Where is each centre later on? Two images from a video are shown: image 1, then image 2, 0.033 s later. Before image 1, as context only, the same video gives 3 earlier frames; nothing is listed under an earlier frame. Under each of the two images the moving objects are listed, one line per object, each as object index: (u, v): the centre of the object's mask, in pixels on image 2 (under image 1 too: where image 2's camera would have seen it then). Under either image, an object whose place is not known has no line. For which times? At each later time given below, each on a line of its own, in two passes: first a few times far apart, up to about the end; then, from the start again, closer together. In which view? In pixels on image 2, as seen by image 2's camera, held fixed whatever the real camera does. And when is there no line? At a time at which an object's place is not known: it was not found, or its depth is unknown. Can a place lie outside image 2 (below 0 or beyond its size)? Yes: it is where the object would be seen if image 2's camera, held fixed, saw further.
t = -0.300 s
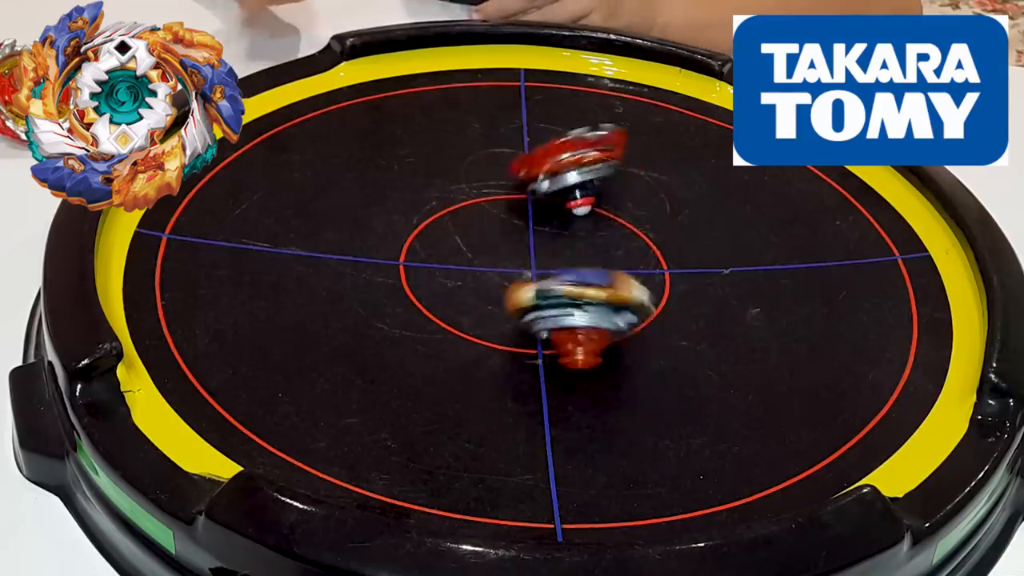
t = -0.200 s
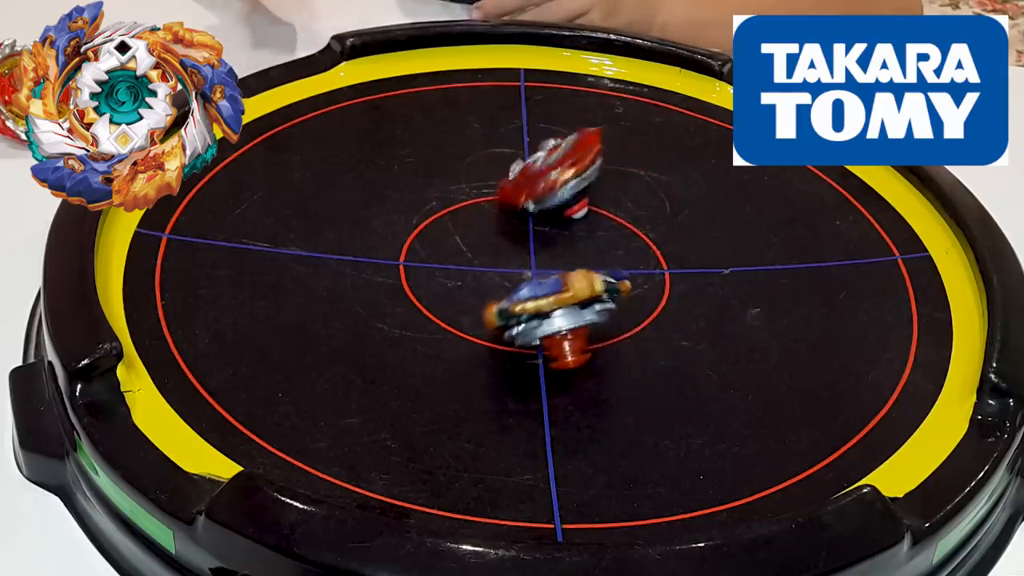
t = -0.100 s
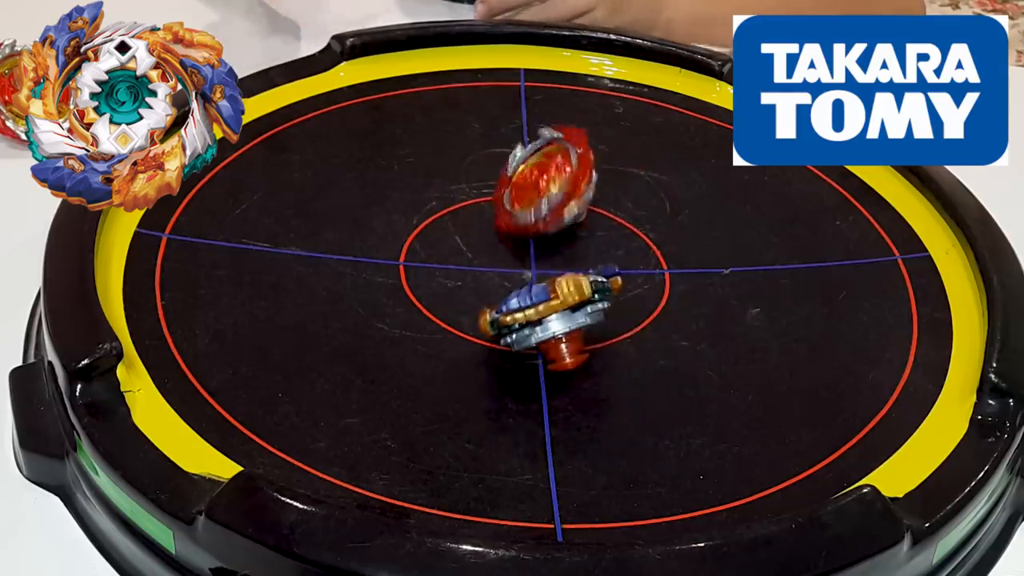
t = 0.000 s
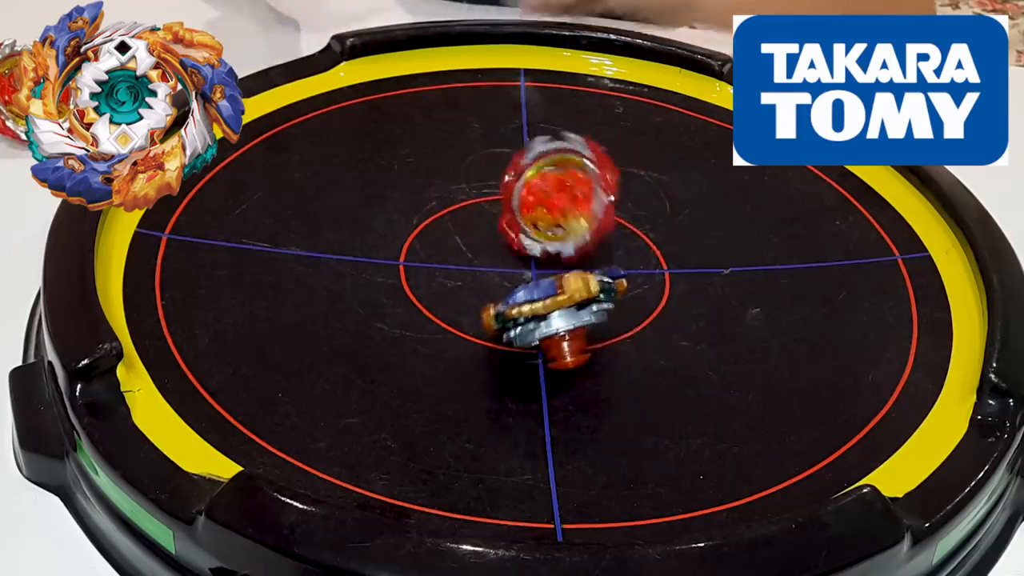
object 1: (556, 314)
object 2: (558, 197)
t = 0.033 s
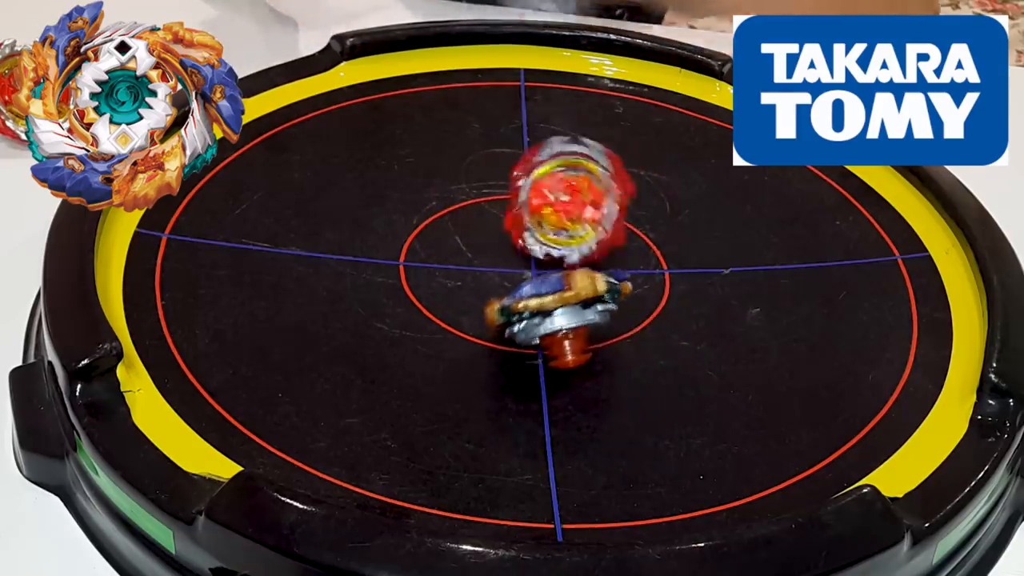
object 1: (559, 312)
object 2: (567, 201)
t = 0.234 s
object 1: (582, 309)
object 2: (608, 203)
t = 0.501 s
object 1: (565, 307)
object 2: (607, 204)
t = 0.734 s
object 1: (566, 307)
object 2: (562, 199)
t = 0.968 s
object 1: (567, 307)
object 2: (544, 181)
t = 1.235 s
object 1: (567, 307)
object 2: (545, 184)
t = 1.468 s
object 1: (567, 307)
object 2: (559, 199)
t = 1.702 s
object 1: (566, 307)
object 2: (583, 204)
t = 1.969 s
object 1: (567, 307)
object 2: (574, 203)
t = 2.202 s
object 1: (567, 307)
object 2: (553, 195)
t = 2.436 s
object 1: (567, 307)
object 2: (547, 192)
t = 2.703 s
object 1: (567, 307)
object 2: (546, 190)
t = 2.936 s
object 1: (567, 307)
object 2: (547, 191)
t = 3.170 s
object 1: (567, 307)
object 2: (547, 191)
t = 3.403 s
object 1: (567, 307)
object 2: (547, 191)
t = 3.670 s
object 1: (567, 307)
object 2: (547, 191)
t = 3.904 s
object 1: (567, 307)
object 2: (547, 191)
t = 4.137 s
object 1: (567, 307)
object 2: (547, 191)
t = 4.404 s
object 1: (567, 307)
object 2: (547, 191)
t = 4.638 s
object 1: (567, 307)
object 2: (547, 191)
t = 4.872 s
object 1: (567, 307)
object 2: (547, 191)
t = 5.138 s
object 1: (567, 307)
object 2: (547, 191)
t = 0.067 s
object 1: (564, 310)
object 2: (576, 204)
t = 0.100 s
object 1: (568, 308)
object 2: (581, 206)
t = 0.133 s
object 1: (575, 307)
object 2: (590, 207)
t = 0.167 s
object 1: (579, 308)
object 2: (598, 206)
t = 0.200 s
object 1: (581, 308)
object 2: (604, 204)
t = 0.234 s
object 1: (582, 309)
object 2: (608, 203)
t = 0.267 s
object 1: (582, 308)
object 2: (611, 201)
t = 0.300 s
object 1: (579, 308)
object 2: (613, 199)
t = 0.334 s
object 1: (577, 308)
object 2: (614, 199)
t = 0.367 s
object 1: (574, 307)
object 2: (614, 199)
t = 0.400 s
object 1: (571, 307)
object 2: (614, 199)
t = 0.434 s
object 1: (568, 307)
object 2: (612, 200)
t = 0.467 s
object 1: (566, 307)
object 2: (610, 202)
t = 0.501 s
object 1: (565, 307)
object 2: (607, 204)
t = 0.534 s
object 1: (566, 307)
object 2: (603, 205)
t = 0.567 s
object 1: (566, 307)
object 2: (597, 206)
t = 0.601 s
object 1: (566, 307)
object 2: (590, 207)
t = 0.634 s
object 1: (566, 307)
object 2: (581, 208)
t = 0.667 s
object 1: (566, 307)
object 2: (577, 204)
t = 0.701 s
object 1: (566, 307)
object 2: (570, 202)
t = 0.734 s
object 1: (566, 307)
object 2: (562, 199)
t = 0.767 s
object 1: (566, 307)
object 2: (556, 196)
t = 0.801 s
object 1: (566, 307)
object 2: (550, 193)
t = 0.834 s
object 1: (566, 307)
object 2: (546, 190)
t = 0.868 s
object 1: (566, 307)
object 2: (544, 187)
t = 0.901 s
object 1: (566, 307)
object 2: (544, 184)
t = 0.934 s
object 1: (566, 307)
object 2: (544, 182)
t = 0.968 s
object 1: (567, 307)
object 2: (544, 181)
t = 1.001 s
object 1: (567, 307)
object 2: (545, 179)
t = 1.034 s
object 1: (567, 307)
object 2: (545, 179)
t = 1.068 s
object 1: (567, 307)
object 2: (545, 178)
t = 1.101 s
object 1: (567, 307)
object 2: (545, 179)
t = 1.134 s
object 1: (567, 307)
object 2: (545, 180)
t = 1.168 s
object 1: (567, 307)
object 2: (544, 181)
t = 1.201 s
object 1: (567, 307)
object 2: (544, 183)
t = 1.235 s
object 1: (567, 307)
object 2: (545, 184)
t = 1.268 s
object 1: (567, 307)
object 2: (545, 186)
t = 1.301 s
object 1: (567, 307)
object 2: (545, 188)
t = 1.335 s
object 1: (567, 307)
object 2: (547, 191)
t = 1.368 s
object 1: (567, 307)
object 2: (549, 193)
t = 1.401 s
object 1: (567, 307)
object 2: (552, 196)
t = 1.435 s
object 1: (567, 307)
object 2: (555, 197)
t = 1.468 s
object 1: (567, 307)
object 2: (559, 199)
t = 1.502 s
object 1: (567, 307)
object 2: (563, 200)
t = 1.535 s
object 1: (567, 307)
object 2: (567, 202)
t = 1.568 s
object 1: (567, 307)
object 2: (571, 202)
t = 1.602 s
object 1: (567, 307)
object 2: (575, 203)
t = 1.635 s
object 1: (567, 307)
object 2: (578, 204)
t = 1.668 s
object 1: (566, 307)
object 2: (581, 204)
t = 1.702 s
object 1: (566, 307)
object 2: (583, 204)
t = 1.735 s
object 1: (567, 307)
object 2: (584, 204)
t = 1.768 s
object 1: (567, 307)
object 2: (585, 204)
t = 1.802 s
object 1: (567, 307)
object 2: (585, 204)
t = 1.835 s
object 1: (567, 307)
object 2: (584, 204)
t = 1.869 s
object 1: (566, 307)
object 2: (582, 204)
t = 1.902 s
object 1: (567, 307)
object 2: (580, 204)
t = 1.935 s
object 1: (567, 307)
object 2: (577, 203)
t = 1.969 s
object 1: (567, 307)
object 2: (574, 203)
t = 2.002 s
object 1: (567, 307)
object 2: (570, 202)
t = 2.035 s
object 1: (567, 307)
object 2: (567, 202)
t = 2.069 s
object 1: (567, 307)
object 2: (563, 200)
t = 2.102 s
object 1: (567, 307)
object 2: (560, 199)
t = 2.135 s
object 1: (567, 307)
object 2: (557, 197)
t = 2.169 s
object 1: (567, 307)
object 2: (555, 196)
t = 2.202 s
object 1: (567, 307)
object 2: (553, 195)
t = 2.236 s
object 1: (567, 307)
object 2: (551, 194)
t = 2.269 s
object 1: (567, 307)
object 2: (550, 193)
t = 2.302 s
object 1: (567, 307)
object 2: (548, 192)
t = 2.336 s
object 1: (567, 307)
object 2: (547, 191)
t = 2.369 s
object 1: (567, 307)
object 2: (546, 190)
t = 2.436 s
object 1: (567, 307)
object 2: (547, 192)
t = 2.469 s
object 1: (567, 307)
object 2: (548, 193)
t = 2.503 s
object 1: (567, 307)
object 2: (549, 193)
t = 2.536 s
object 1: (567, 307)
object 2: (549, 193)
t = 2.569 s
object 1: (567, 307)
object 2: (549, 193)
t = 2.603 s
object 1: (567, 307)
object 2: (549, 193)
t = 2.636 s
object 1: (567, 307)
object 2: (548, 192)
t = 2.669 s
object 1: (567, 307)
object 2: (547, 191)
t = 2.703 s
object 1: (567, 307)
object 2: (546, 190)
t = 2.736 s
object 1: (567, 307)
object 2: (546, 191)
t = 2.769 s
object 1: (567, 307)
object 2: (547, 192)
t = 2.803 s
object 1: (567, 307)
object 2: (547, 192)
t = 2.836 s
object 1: (567, 307)
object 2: (547, 191)
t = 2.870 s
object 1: (567, 307)
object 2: (546, 191)
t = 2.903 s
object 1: (567, 307)
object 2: (547, 191)
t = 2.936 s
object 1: (567, 307)
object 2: (547, 191)
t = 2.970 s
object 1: (567, 307)
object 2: (547, 191)
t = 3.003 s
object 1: (567, 307)
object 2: (547, 191)
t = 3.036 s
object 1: (567, 307)
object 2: (547, 191)
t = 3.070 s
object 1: (567, 307)
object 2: (547, 191)
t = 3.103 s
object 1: (567, 307)
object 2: (547, 191)
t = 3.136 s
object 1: (567, 307)
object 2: (547, 191)
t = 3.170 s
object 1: (567, 307)
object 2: (547, 191)
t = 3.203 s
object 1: (567, 307)
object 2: (547, 191)
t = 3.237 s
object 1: (567, 307)
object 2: (546, 191)
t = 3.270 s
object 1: (567, 307)
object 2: (547, 191)
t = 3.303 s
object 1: (567, 307)
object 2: (547, 191)
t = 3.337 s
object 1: (567, 307)
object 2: (547, 191)
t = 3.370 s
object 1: (567, 307)
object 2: (547, 191)
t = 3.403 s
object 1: (567, 307)
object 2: (547, 191)
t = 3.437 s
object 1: (567, 307)
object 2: (547, 191)
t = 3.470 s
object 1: (567, 307)
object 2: (547, 191)
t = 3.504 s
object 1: (567, 307)
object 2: (547, 191)
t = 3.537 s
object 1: (567, 307)
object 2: (547, 191)
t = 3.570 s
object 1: (567, 307)
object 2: (547, 191)
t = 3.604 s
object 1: (567, 307)
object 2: (547, 191)
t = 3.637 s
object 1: (567, 307)
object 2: (547, 191)
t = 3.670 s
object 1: (567, 307)
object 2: (547, 191)
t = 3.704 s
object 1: (567, 307)
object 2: (547, 191)
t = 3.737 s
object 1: (567, 307)
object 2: (547, 191)
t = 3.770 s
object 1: (567, 307)
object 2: (547, 191)
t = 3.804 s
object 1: (567, 307)
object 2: (547, 191)
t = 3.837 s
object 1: (567, 307)
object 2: (547, 191)
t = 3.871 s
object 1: (567, 307)
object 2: (547, 191)
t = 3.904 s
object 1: (567, 307)
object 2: (547, 191)
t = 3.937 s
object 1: (567, 307)
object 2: (547, 191)
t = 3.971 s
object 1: (567, 307)
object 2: (547, 191)
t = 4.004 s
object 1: (567, 307)
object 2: (547, 191)
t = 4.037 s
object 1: (567, 307)
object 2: (547, 191)
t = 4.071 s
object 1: (567, 307)
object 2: (547, 191)
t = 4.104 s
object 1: (567, 307)
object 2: (547, 191)
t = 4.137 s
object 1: (567, 307)
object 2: (547, 191)
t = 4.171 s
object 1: (567, 307)
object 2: (547, 191)
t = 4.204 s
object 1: (567, 307)
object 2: (547, 191)
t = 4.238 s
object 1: (567, 307)
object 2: (547, 191)
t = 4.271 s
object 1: (567, 307)
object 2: (547, 191)
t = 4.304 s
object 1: (567, 307)
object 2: (547, 191)
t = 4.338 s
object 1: (567, 307)
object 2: (547, 191)
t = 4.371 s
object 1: (567, 307)
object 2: (547, 191)
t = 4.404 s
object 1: (567, 307)
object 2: (547, 191)
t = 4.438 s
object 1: (567, 307)
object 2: (546, 191)
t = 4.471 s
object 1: (567, 307)
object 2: (546, 191)
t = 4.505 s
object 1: (567, 307)
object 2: (546, 191)
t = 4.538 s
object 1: (567, 307)
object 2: (547, 191)
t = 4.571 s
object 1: (567, 307)
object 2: (547, 191)
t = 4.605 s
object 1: (567, 307)
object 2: (547, 191)
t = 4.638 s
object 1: (567, 307)
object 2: (547, 191)
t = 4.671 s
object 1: (567, 307)
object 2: (547, 191)
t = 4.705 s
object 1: (567, 307)
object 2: (547, 191)
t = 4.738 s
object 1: (567, 307)
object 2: (547, 191)
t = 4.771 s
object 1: (567, 307)
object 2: (547, 191)
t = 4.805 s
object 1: (567, 307)
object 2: (547, 191)
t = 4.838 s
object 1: (567, 307)
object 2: (547, 191)
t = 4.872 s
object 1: (567, 307)
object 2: (547, 191)
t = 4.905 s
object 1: (567, 307)
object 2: (547, 191)
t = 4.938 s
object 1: (567, 307)
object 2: (547, 191)
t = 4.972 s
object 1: (567, 307)
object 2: (547, 191)
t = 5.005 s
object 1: (567, 307)
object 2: (547, 191)
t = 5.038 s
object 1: (567, 307)
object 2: (547, 191)
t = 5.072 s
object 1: (567, 307)
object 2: (547, 191)
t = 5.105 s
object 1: (567, 307)
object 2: (547, 191)
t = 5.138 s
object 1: (567, 307)
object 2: (547, 191)
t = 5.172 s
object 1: (567, 307)
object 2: (547, 191)
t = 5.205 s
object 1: (567, 307)
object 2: (547, 191)
